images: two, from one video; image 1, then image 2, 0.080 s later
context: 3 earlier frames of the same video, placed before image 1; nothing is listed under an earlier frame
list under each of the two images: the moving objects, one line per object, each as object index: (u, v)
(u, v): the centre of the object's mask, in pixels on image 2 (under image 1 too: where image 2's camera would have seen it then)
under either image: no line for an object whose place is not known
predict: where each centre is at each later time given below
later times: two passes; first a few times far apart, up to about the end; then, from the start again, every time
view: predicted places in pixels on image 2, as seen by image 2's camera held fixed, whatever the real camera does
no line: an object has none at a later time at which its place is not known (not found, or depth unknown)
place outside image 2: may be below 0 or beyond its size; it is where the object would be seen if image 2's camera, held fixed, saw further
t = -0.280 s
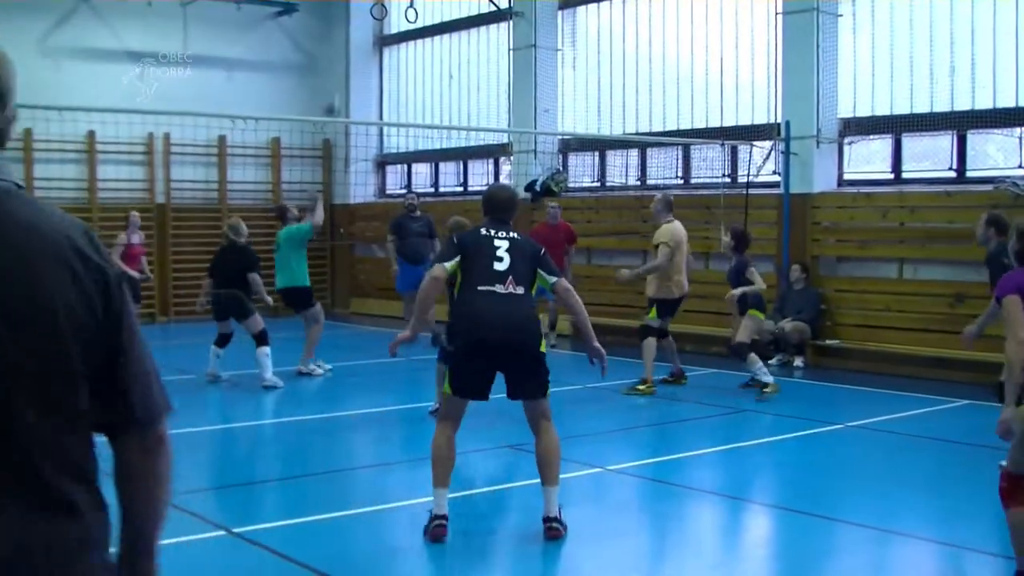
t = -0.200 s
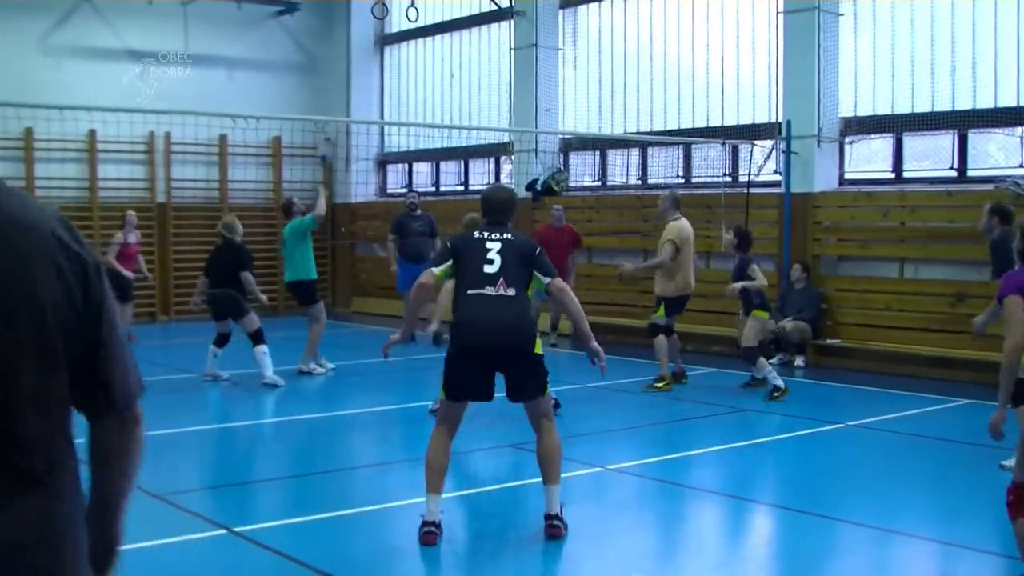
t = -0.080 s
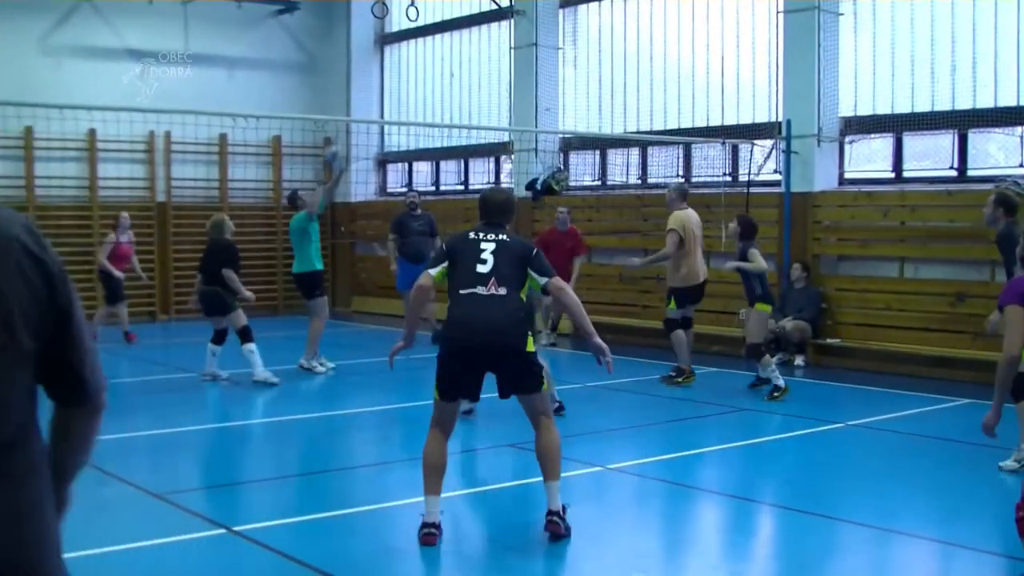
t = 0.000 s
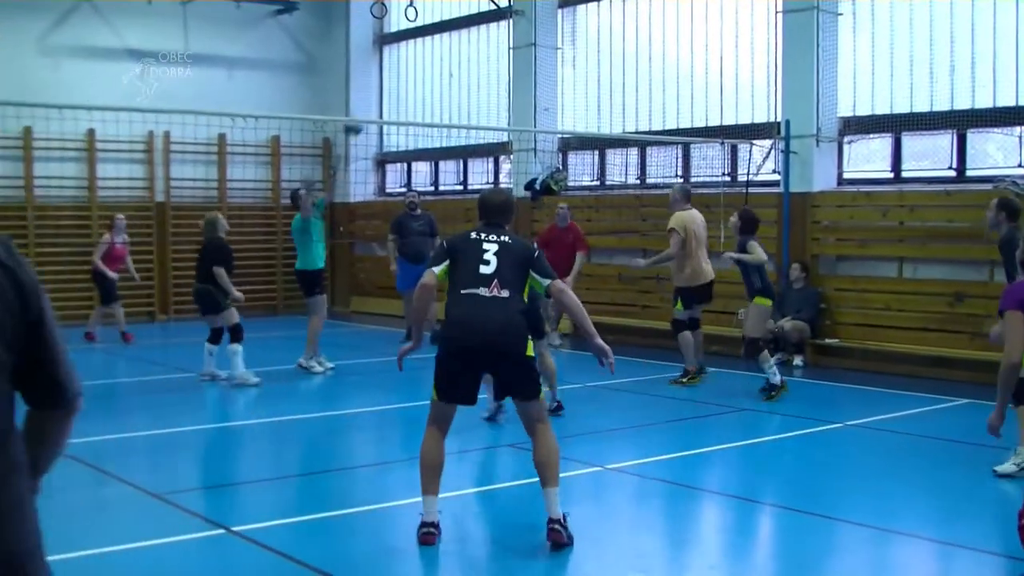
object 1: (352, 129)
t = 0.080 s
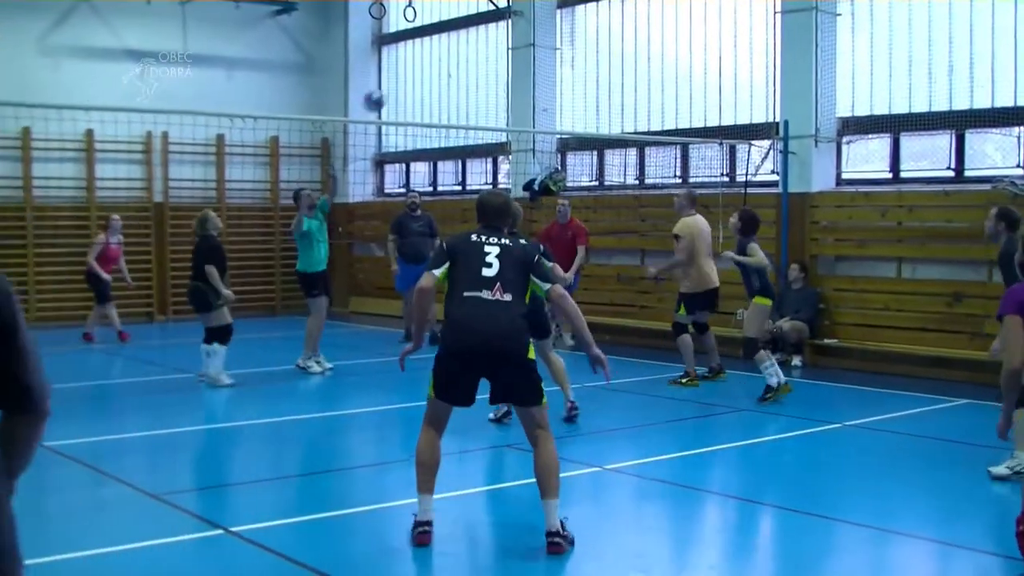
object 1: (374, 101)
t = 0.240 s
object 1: (420, 69)
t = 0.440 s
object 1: (487, 69)
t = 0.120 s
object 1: (385, 90)
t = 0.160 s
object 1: (397, 82)
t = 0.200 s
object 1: (408, 75)
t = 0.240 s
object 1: (420, 69)
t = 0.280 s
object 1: (433, 65)
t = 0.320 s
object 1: (446, 64)
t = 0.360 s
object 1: (459, 63)
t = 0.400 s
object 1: (473, 65)
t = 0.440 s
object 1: (487, 69)
